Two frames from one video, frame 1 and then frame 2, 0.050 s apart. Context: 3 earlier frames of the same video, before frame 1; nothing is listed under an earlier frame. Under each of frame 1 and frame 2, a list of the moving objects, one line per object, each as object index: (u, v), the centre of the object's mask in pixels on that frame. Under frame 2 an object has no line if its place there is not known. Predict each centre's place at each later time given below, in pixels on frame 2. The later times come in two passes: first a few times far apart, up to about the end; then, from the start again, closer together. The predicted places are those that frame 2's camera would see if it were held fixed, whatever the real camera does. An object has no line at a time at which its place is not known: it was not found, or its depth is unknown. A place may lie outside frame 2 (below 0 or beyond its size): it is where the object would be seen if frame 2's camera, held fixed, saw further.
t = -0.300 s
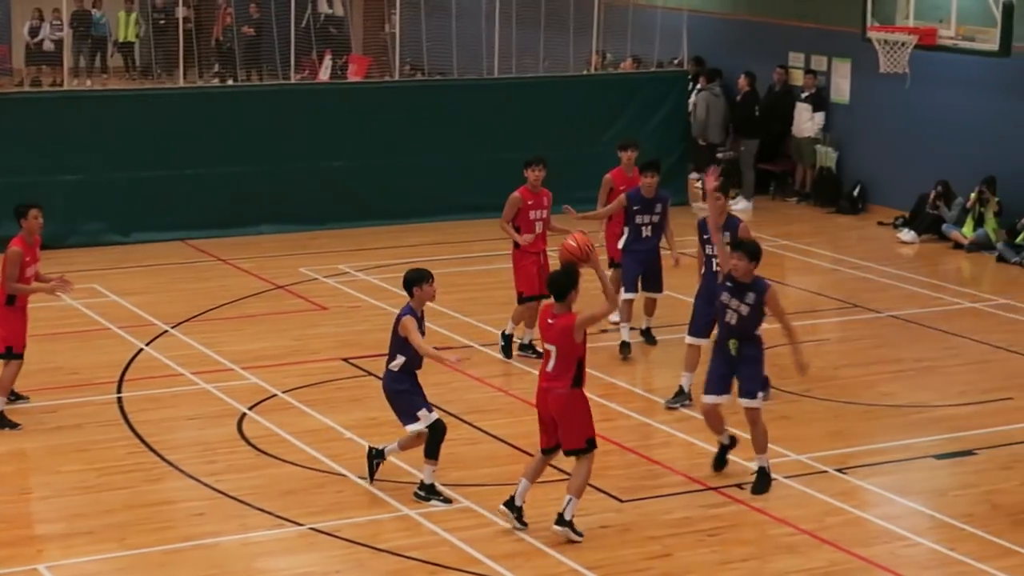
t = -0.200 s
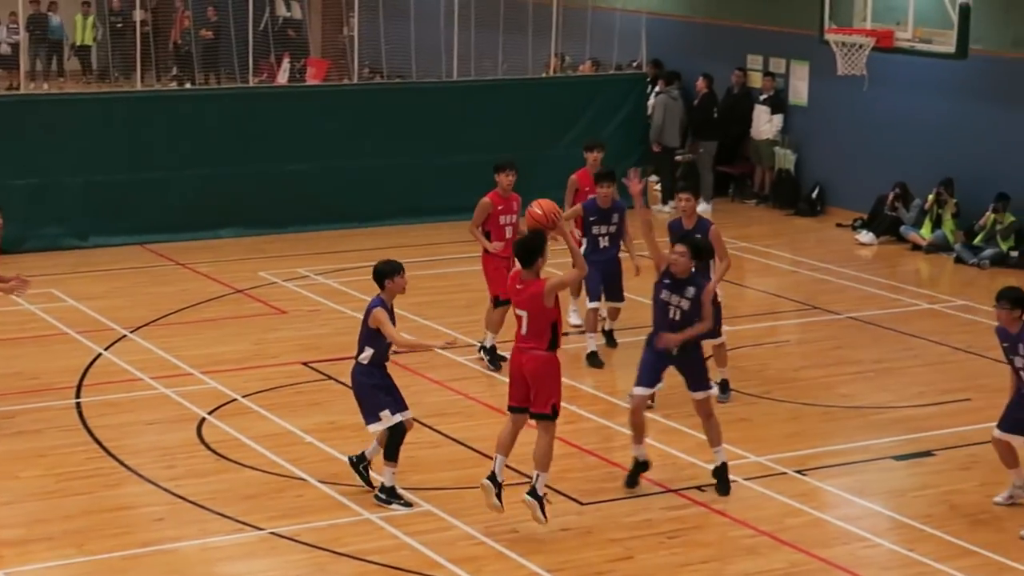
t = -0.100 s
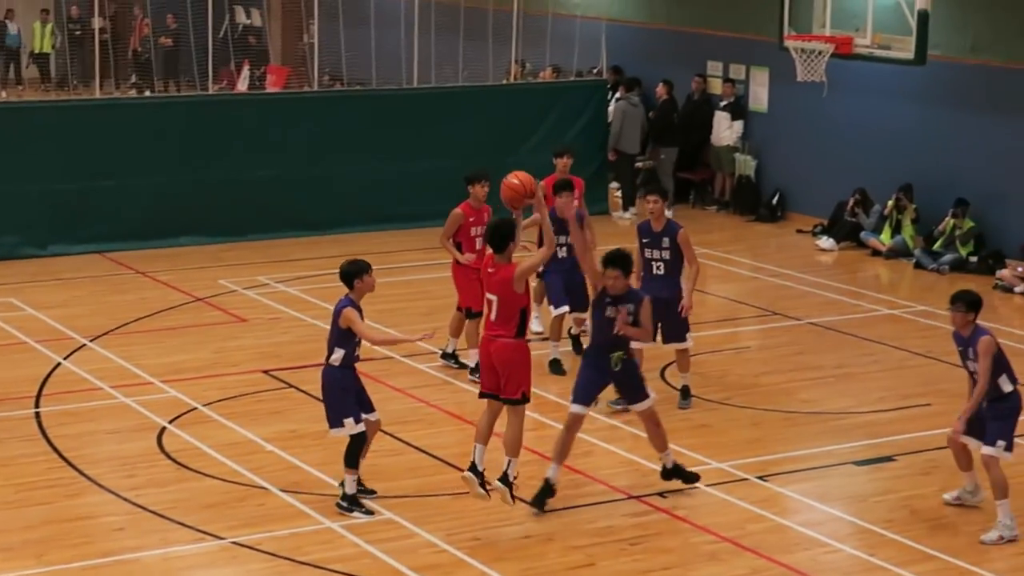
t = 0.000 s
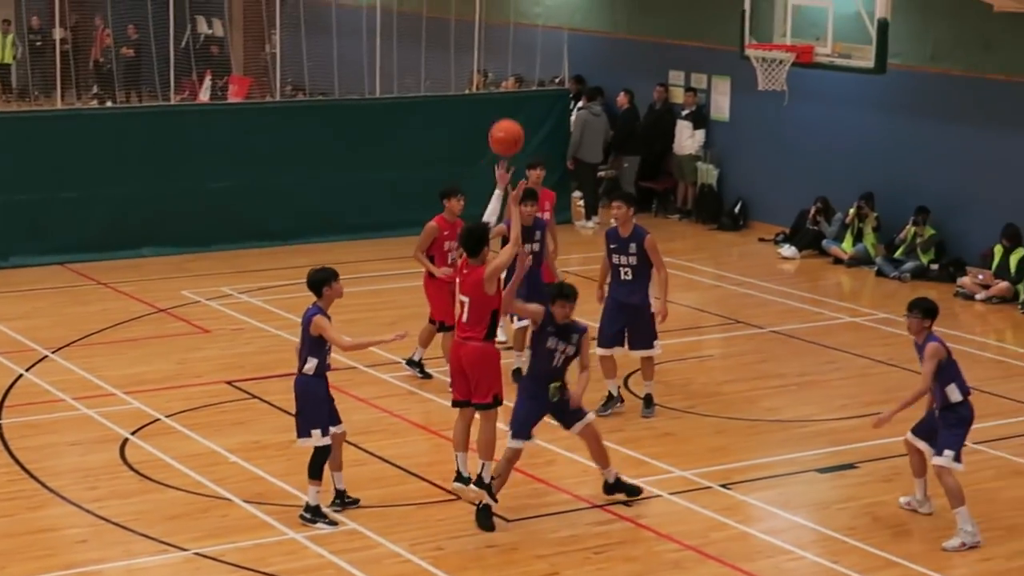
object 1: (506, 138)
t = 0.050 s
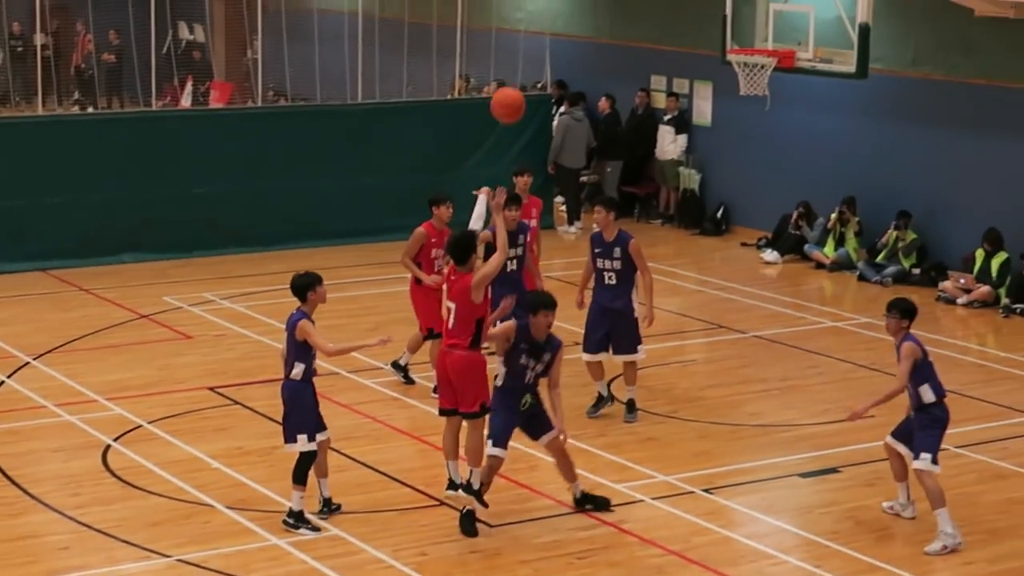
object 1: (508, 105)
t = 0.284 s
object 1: (588, -15)
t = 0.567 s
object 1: (670, -51)
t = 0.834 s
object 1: (729, 0)
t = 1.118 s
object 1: (763, 11)
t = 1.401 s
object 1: (766, -11)
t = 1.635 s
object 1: (767, 43)
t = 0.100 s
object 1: (525, 72)
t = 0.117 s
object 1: (532, 62)
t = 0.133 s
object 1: (537, 52)
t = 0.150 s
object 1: (543, 42)
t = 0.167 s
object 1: (550, 33)
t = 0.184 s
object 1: (555, 25)
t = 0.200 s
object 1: (561, 17)
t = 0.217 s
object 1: (567, 10)
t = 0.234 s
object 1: (572, 3)
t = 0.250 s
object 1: (578, -3)
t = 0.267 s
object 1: (583, -10)
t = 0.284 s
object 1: (588, -15)
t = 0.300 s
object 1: (593, -18)
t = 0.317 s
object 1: (599, -22)
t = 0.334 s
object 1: (604, -26)
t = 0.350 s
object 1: (609, -29)
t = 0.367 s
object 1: (614, -32)
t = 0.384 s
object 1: (619, -34)
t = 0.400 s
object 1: (624, -37)
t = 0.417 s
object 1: (629, -39)
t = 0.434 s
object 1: (633, -41)
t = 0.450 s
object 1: (638, -43)
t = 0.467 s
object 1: (643, -44)
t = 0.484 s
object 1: (647, -46)
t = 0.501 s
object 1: (652, -47)
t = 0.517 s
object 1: (657, -49)
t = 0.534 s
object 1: (661, -50)
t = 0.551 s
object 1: (665, -50)
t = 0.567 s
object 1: (670, -51)
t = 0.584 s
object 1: (673, -51)
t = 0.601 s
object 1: (678, -51)
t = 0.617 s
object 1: (682, -49)
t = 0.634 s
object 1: (686, -47)
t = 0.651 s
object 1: (690, -44)
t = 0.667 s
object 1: (694, -42)
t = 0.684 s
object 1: (698, -39)
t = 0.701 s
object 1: (702, -36)
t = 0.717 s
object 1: (705, -32)
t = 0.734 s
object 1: (709, -28)
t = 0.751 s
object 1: (713, -25)
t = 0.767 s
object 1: (716, -21)
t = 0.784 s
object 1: (719, -16)
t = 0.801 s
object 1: (723, -11)
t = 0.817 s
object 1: (726, -6)
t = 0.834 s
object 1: (729, 0)
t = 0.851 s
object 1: (733, 5)
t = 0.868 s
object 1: (736, 11)
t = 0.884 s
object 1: (740, 17)
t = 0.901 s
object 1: (743, 24)
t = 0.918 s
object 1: (746, 31)
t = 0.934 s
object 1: (749, 37)
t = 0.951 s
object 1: (752, 41)
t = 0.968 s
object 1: (754, 40)
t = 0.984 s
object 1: (756, 40)
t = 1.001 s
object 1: (759, 39)
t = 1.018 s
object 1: (761, 39)
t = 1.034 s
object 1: (761, 34)
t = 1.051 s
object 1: (762, 29)
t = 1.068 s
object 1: (762, 24)
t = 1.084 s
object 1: (762, 20)
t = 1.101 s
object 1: (762, 15)
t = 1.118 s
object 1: (763, 11)
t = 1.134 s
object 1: (763, 7)
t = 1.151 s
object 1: (763, 4)
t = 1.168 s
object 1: (763, 0)
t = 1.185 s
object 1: (764, -3)
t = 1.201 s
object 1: (764, -5)
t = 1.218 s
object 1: (764, -8)
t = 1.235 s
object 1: (764, -9)
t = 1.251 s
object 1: (765, -11)
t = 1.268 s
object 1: (765, -12)
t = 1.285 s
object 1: (765, -13)
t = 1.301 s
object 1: (765, -14)
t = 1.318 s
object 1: (765, -14)
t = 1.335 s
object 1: (766, -14)
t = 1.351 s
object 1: (766, -14)
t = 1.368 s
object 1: (766, -13)
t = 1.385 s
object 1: (766, -12)
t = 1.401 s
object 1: (766, -11)
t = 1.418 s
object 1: (766, -9)
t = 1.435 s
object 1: (766, -8)
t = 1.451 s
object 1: (766, -6)
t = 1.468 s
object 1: (766, -2)
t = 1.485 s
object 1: (766, 0)
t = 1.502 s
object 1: (766, 4)
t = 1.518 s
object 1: (766, 8)
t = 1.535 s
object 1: (766, 11)
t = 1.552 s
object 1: (766, 16)
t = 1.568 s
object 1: (767, 21)
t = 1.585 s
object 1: (767, 26)
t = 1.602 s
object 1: (766, 31)
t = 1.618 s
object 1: (767, 38)
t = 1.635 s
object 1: (767, 43)
